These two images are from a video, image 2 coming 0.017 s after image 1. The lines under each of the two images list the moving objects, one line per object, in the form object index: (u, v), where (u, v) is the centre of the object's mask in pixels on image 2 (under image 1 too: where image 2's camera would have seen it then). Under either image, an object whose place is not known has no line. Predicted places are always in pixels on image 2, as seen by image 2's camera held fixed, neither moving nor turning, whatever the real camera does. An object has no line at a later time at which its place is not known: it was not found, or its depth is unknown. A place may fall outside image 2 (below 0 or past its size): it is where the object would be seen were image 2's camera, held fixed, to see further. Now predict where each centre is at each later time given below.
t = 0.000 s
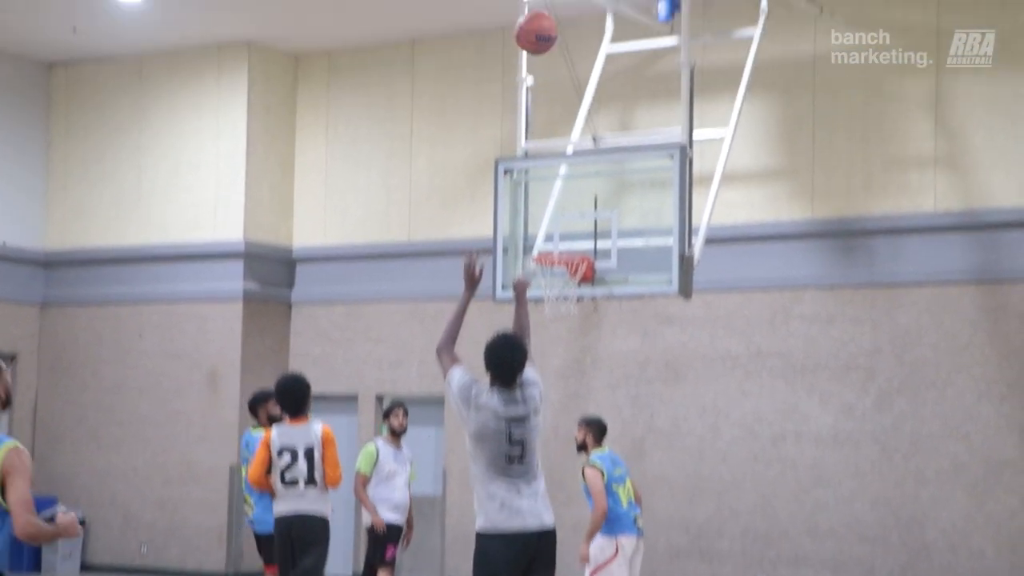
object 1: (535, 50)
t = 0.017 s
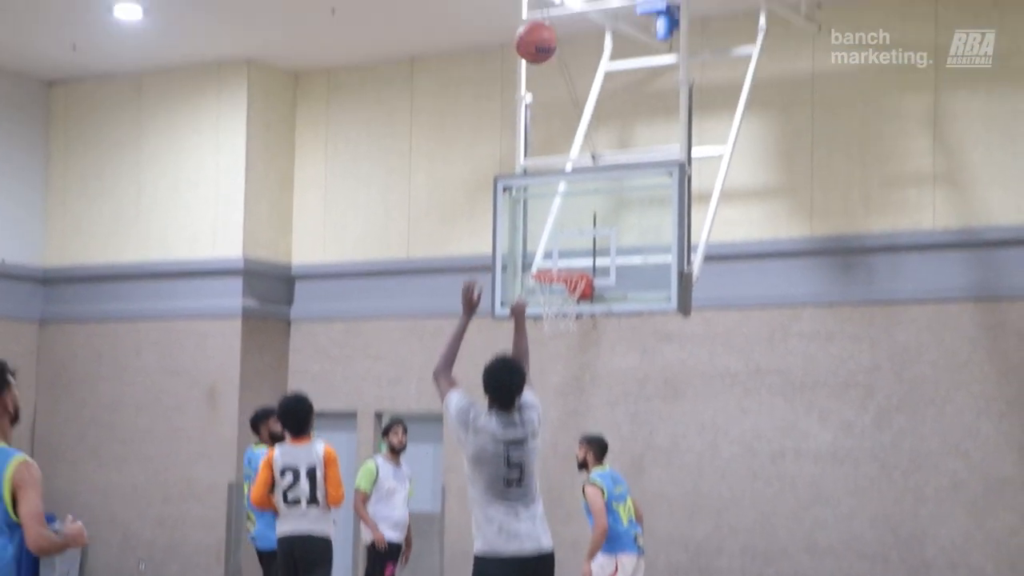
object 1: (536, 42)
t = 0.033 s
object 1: (537, 34)
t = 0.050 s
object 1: (538, 28)
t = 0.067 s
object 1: (539, 20)
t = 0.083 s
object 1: (540, 15)
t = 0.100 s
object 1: (541, 10)
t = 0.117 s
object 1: (542, 5)
